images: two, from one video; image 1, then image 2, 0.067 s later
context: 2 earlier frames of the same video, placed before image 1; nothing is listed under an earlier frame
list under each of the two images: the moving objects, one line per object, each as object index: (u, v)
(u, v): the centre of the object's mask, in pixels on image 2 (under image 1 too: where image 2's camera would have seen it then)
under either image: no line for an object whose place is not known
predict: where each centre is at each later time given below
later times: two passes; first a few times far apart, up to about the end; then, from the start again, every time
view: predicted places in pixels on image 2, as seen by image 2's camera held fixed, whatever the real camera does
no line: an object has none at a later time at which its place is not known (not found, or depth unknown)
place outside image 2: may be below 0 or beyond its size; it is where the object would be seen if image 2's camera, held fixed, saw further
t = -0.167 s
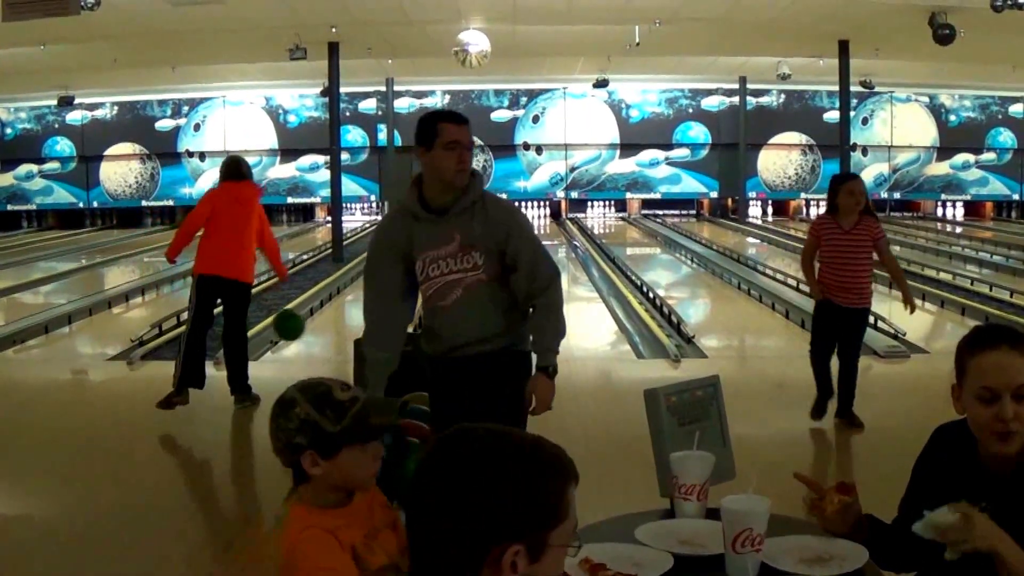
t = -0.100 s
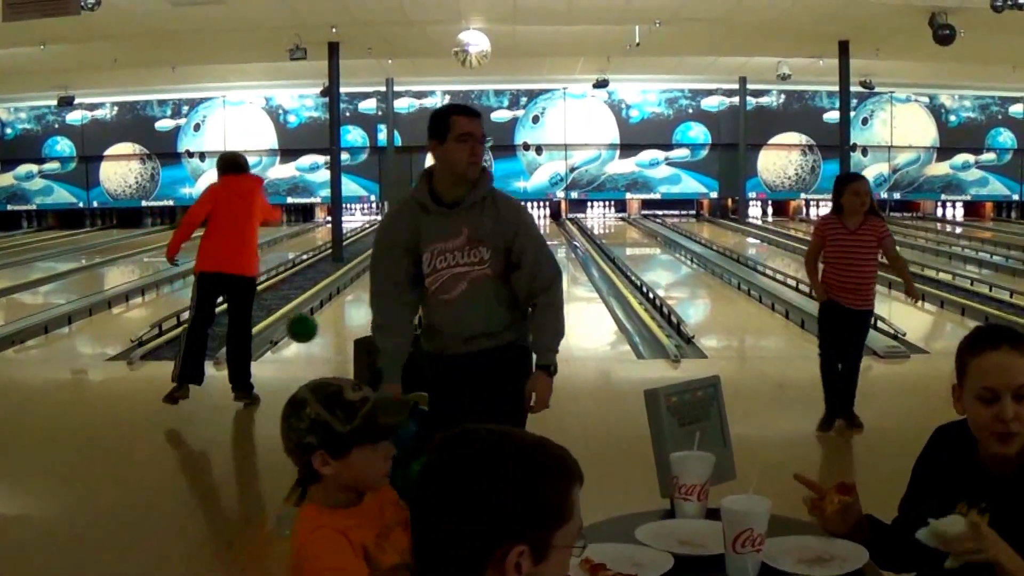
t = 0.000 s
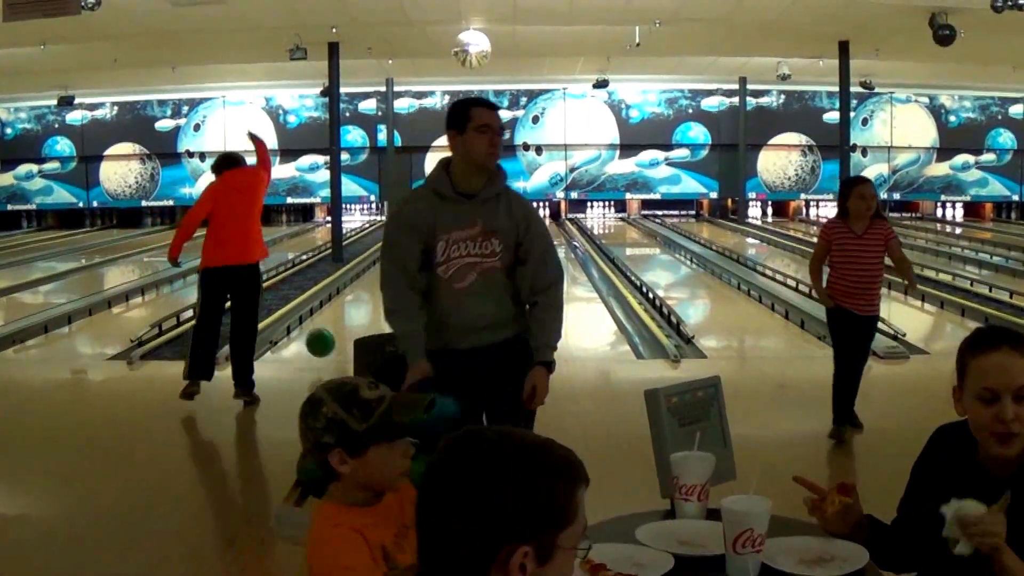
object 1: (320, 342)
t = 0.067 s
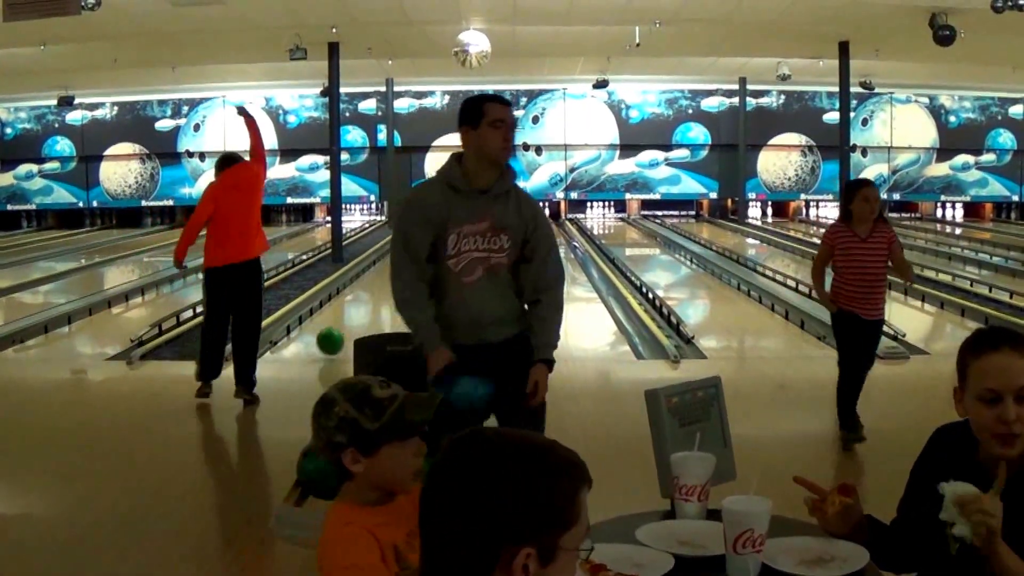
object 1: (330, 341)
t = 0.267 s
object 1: (355, 324)
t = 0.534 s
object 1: (380, 302)
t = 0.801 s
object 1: (399, 286)
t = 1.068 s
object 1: (414, 272)
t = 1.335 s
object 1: (426, 262)
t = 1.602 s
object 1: (436, 254)
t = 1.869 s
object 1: (442, 247)
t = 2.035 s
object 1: (446, 243)
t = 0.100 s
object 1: (334, 335)
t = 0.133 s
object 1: (339, 331)
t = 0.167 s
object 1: (343, 329)
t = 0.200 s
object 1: (347, 327)
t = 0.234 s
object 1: (351, 327)
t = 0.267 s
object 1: (355, 324)
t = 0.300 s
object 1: (358, 321)
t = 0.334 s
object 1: (362, 318)
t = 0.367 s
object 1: (365, 315)
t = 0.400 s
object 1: (368, 312)
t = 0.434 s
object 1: (371, 310)
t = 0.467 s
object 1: (374, 308)
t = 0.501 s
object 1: (377, 305)
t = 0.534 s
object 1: (380, 302)
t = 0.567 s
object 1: (382, 300)
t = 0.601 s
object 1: (385, 298)
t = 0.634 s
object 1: (387, 295)
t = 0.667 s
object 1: (390, 293)
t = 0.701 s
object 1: (392, 291)
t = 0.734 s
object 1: (395, 289)
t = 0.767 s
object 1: (397, 287)
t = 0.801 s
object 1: (399, 286)
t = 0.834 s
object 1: (401, 283)
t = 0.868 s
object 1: (403, 282)
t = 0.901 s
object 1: (405, 280)
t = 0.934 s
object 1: (407, 279)
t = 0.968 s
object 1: (409, 277)
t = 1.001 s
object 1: (410, 275)
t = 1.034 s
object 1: (412, 274)
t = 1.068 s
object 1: (414, 272)
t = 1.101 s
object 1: (415, 271)
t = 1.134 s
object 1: (417, 270)
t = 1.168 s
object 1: (419, 268)
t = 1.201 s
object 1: (420, 267)
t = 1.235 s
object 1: (422, 266)
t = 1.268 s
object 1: (423, 264)
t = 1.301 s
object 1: (425, 263)
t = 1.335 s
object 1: (426, 262)
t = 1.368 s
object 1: (428, 261)
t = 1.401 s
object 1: (428, 260)
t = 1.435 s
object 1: (430, 259)
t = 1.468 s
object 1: (431, 258)
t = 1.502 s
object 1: (432, 257)
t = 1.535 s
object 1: (433, 256)
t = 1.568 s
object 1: (434, 255)
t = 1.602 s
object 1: (436, 254)
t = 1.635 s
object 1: (436, 253)
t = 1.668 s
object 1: (437, 252)
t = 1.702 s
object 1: (438, 252)
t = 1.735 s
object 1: (439, 250)
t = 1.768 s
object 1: (440, 249)
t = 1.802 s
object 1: (440, 249)
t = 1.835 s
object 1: (441, 248)
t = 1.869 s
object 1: (442, 247)
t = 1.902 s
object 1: (443, 246)
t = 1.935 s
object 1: (444, 246)
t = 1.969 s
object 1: (444, 245)
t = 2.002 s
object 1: (445, 245)
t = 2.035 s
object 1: (446, 243)
